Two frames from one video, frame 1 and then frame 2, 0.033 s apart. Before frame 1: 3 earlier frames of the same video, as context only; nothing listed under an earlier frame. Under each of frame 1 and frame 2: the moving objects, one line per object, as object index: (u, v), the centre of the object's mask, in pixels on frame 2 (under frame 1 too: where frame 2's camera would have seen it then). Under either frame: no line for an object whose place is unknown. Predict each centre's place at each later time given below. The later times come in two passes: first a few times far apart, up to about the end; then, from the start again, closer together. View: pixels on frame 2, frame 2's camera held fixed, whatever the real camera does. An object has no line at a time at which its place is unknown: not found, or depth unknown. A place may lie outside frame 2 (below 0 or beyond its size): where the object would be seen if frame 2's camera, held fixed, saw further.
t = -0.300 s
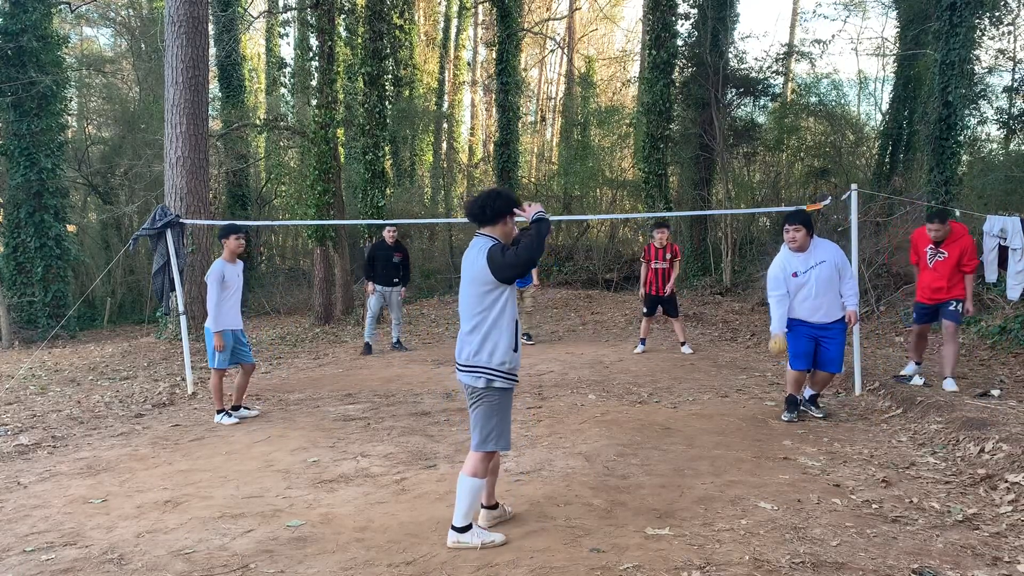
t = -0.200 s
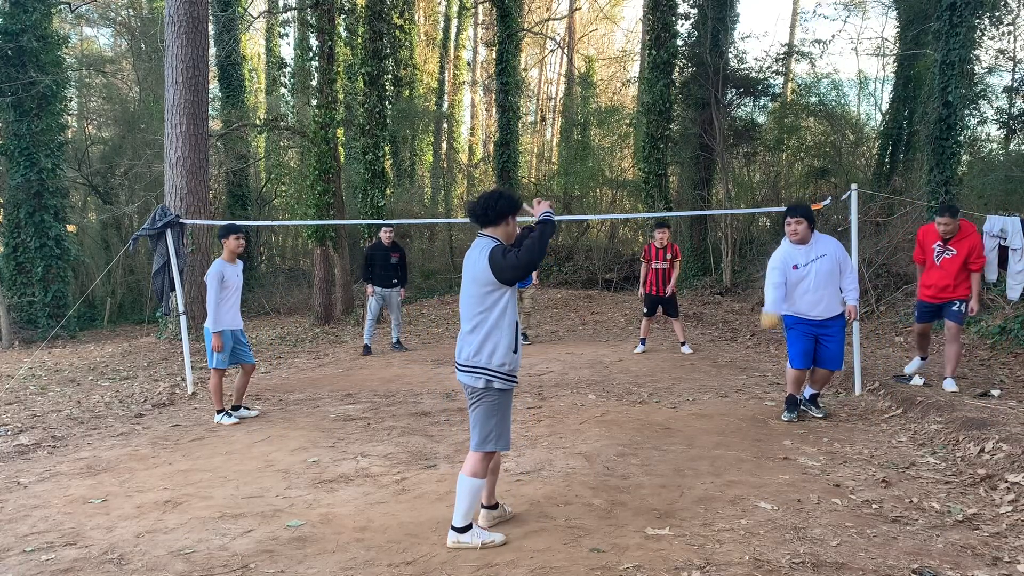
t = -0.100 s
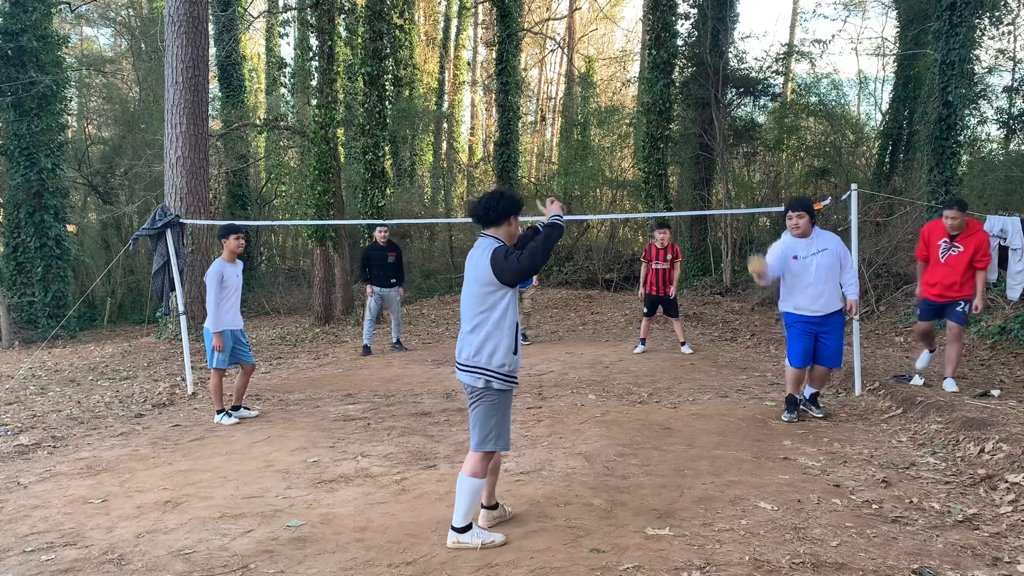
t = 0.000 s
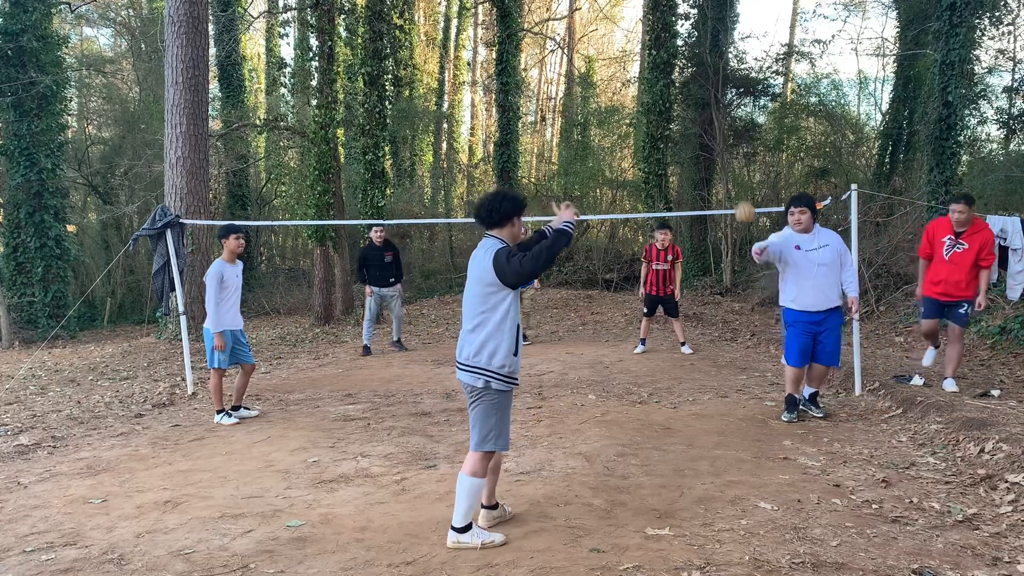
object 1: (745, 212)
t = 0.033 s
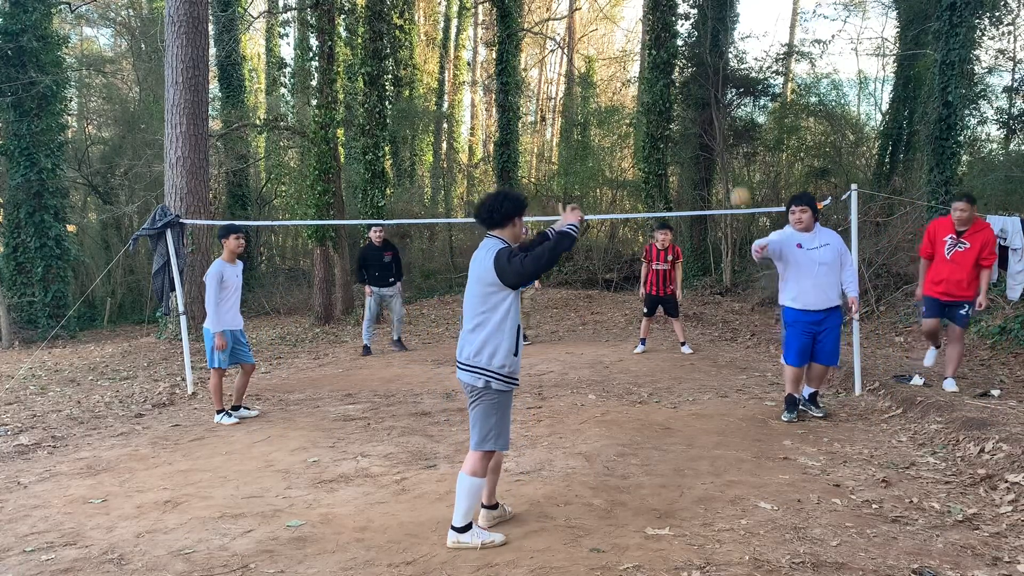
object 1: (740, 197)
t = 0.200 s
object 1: (715, 143)
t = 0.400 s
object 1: (681, 130)
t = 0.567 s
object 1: (646, 170)
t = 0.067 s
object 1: (735, 185)
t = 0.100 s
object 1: (731, 171)
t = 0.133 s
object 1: (726, 160)
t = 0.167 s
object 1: (721, 151)
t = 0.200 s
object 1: (715, 143)
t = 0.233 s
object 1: (710, 138)
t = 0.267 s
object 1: (703, 133)
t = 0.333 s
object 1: (693, 128)
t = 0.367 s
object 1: (687, 129)
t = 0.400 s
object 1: (681, 130)
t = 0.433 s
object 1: (674, 135)
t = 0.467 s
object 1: (668, 141)
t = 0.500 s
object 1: (661, 149)
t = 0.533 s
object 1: (653, 160)
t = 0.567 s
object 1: (646, 170)
